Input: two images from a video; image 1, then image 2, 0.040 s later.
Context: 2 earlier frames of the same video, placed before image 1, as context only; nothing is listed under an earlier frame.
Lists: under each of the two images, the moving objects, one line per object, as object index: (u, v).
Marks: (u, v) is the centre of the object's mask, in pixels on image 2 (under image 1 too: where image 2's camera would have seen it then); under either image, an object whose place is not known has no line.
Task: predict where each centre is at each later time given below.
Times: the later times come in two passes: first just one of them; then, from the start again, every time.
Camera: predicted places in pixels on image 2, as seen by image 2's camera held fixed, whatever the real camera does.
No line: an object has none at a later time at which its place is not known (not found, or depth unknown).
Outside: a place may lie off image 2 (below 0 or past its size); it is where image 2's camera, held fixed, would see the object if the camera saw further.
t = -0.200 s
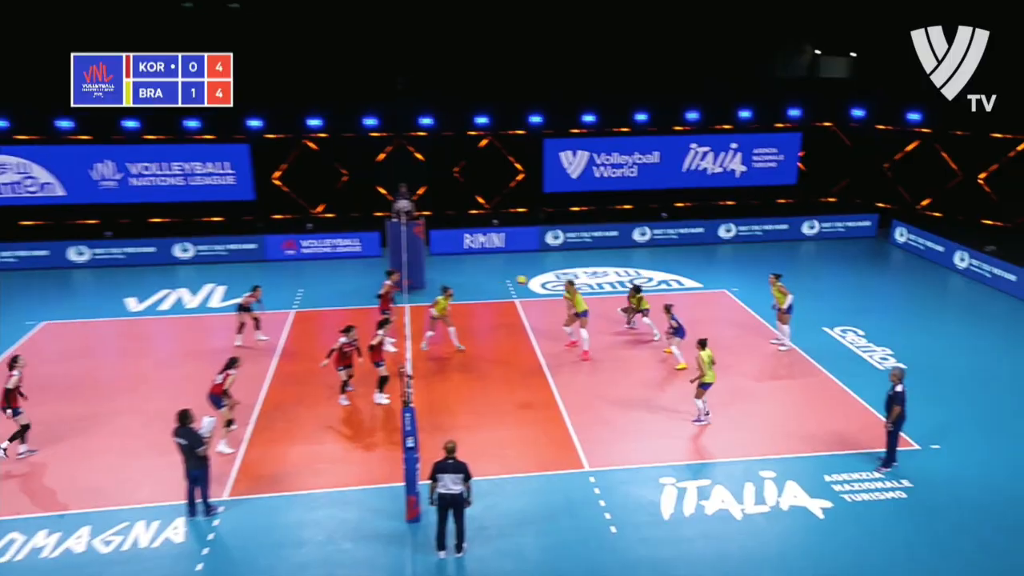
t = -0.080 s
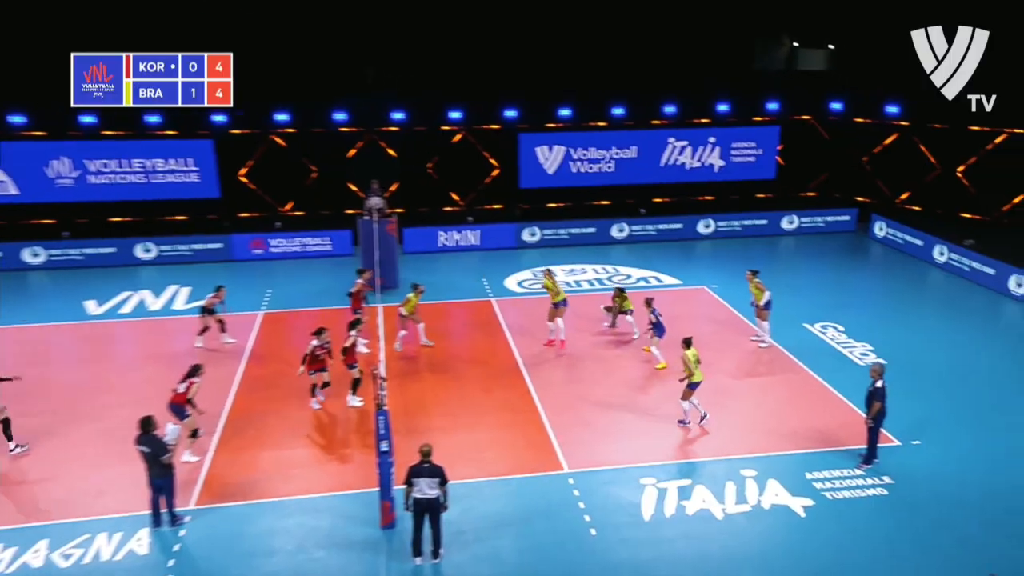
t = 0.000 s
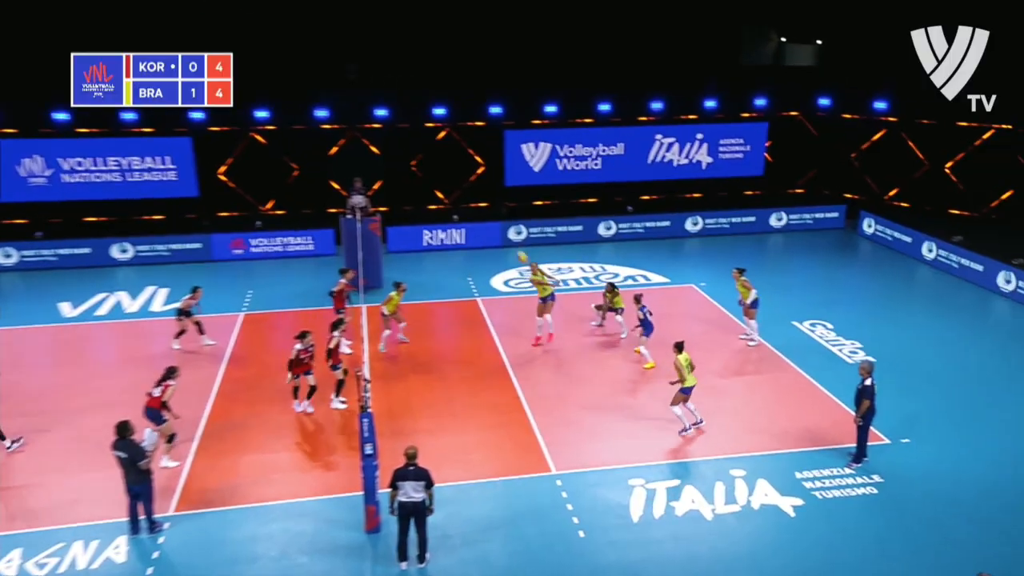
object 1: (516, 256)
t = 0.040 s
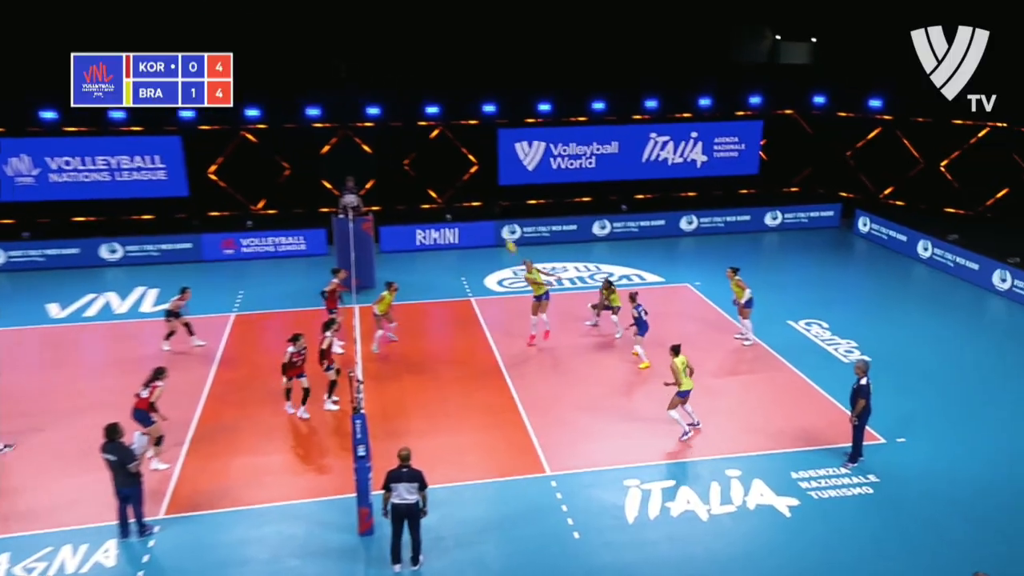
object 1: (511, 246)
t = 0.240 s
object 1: (480, 200)
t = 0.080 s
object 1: (504, 235)
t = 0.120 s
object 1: (498, 225)
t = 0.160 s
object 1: (492, 216)
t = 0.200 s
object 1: (486, 208)
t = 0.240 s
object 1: (480, 200)
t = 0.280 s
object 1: (474, 194)
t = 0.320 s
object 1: (467, 187)
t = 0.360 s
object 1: (461, 181)
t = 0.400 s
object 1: (455, 176)
